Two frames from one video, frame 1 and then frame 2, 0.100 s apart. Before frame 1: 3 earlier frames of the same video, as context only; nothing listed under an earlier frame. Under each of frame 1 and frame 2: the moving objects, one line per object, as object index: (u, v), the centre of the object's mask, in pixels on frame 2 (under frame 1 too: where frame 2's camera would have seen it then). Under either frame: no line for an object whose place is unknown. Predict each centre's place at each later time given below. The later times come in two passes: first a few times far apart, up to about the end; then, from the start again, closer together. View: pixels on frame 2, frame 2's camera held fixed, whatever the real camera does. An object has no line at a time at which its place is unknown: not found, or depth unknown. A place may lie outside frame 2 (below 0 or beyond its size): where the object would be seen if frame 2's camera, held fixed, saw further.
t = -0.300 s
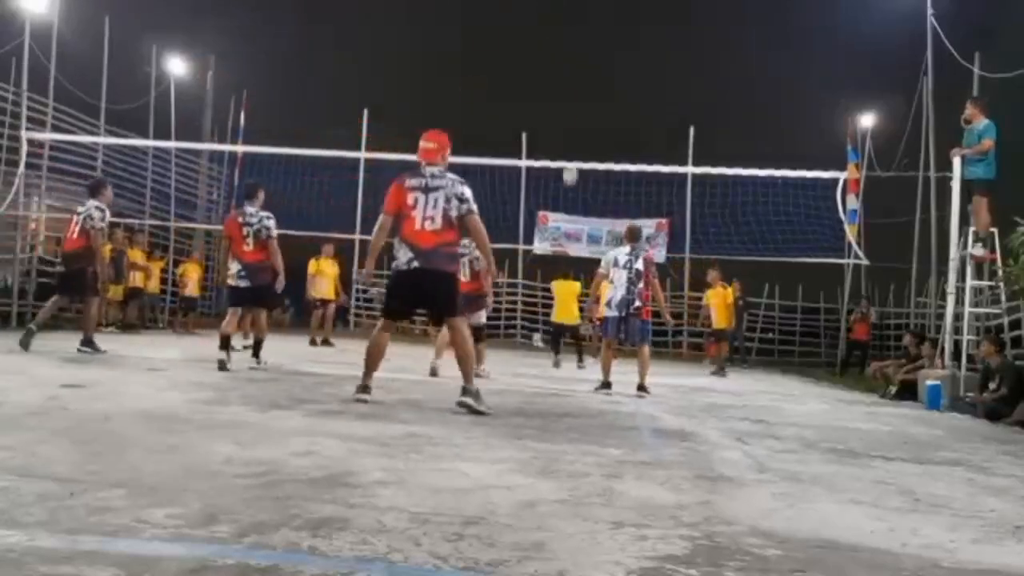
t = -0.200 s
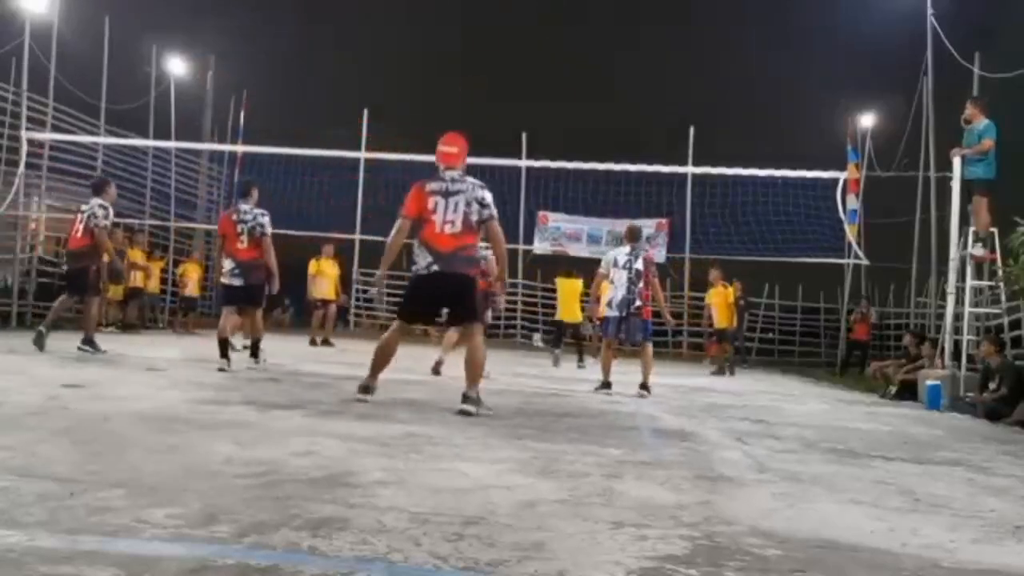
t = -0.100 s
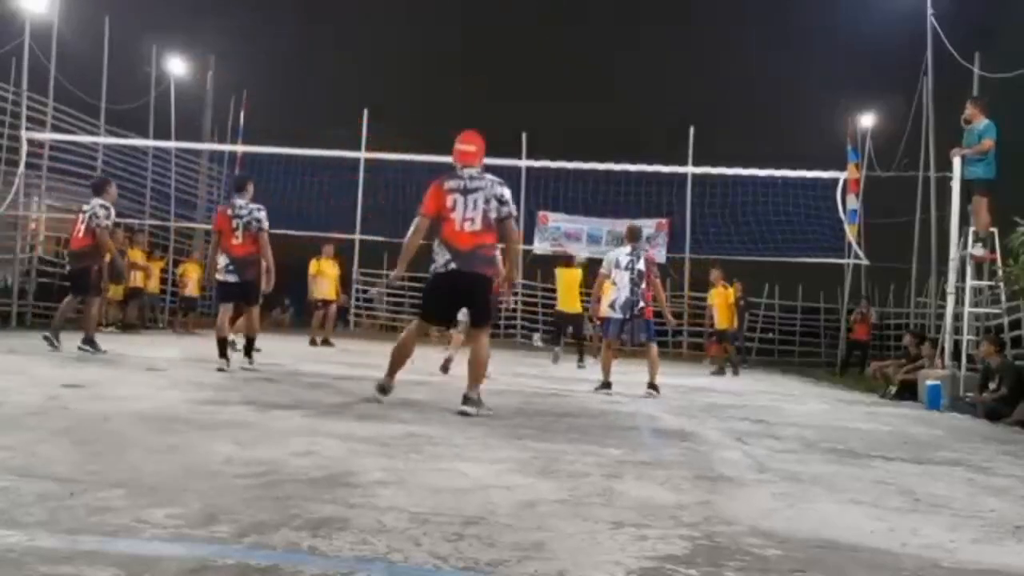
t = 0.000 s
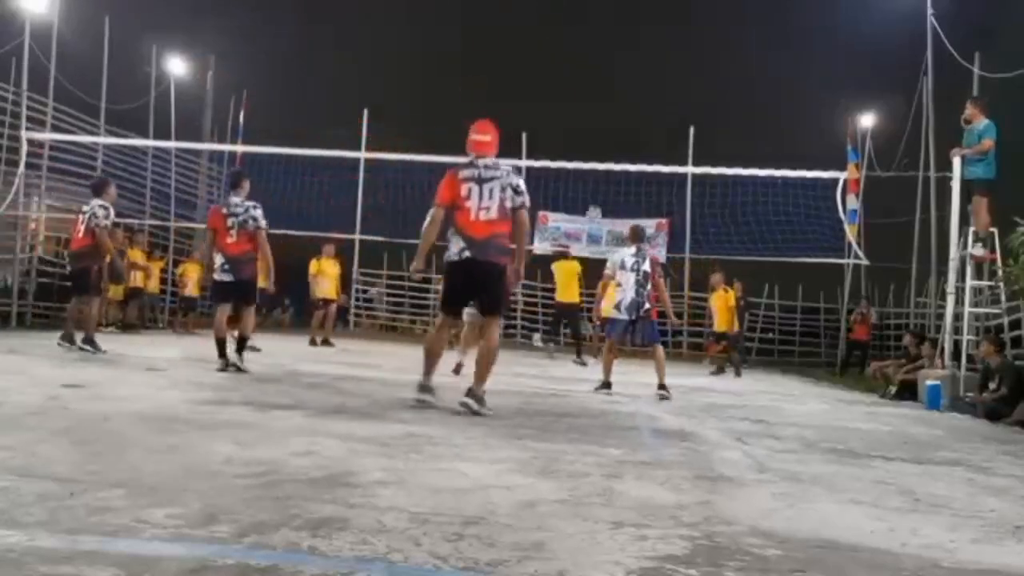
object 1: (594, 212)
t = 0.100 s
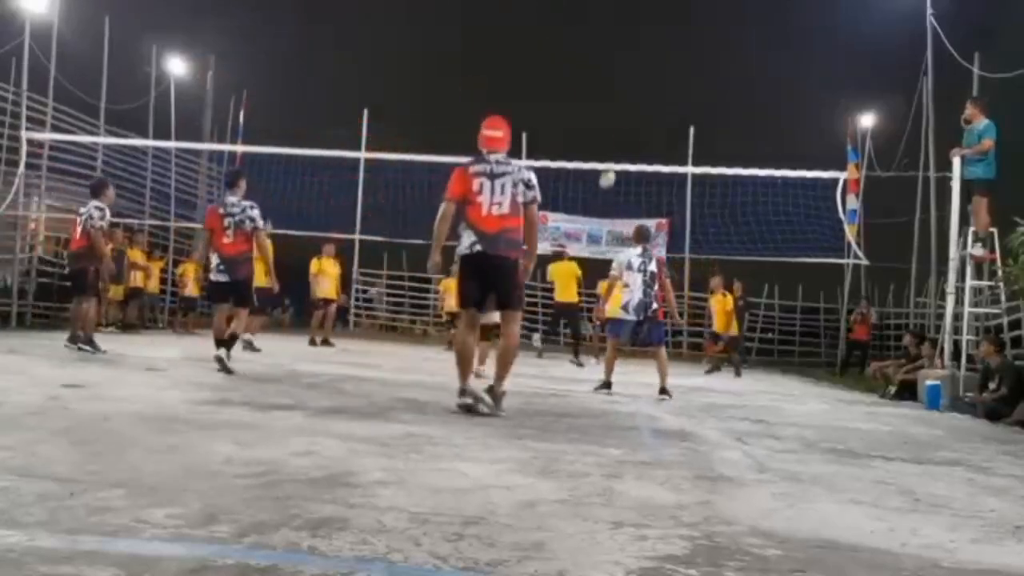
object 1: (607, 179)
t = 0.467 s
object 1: (654, 107)
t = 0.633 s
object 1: (674, 105)
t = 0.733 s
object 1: (684, 113)
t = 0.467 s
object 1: (654, 107)
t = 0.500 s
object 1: (658, 106)
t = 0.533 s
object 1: (662, 104)
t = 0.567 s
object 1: (666, 104)
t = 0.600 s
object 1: (670, 104)
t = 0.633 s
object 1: (674, 105)
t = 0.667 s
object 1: (678, 107)
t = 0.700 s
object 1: (681, 109)
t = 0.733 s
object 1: (684, 113)
